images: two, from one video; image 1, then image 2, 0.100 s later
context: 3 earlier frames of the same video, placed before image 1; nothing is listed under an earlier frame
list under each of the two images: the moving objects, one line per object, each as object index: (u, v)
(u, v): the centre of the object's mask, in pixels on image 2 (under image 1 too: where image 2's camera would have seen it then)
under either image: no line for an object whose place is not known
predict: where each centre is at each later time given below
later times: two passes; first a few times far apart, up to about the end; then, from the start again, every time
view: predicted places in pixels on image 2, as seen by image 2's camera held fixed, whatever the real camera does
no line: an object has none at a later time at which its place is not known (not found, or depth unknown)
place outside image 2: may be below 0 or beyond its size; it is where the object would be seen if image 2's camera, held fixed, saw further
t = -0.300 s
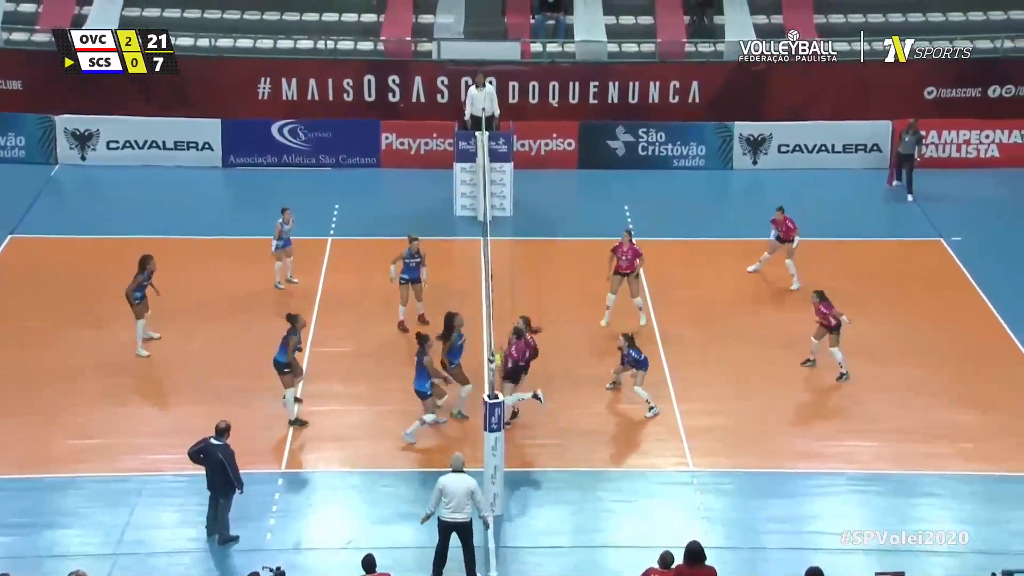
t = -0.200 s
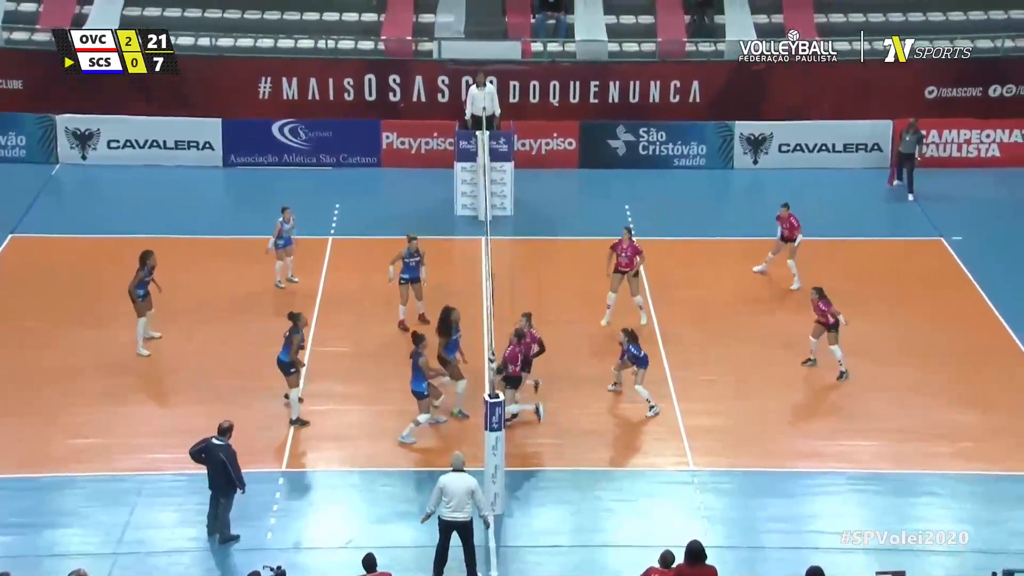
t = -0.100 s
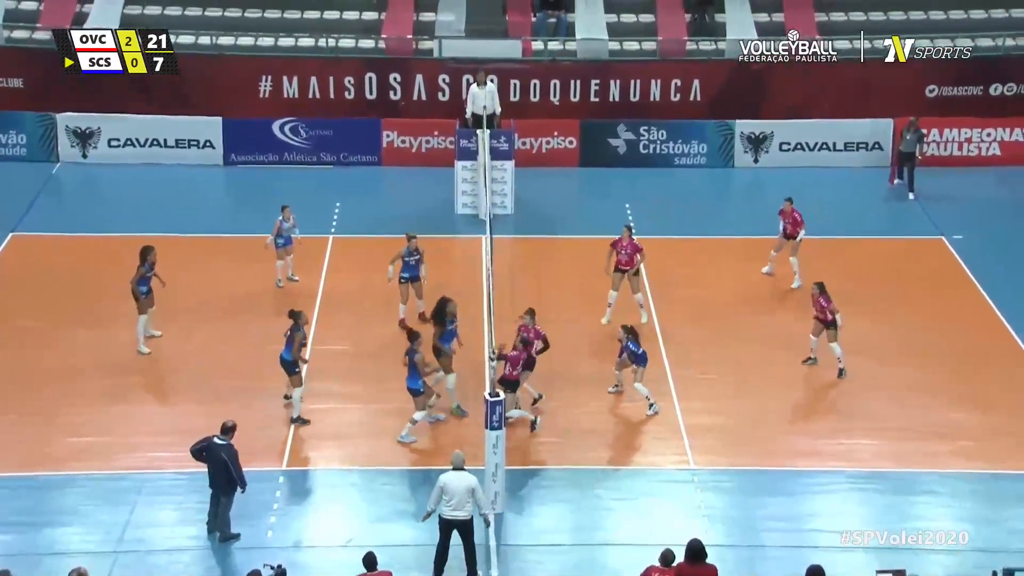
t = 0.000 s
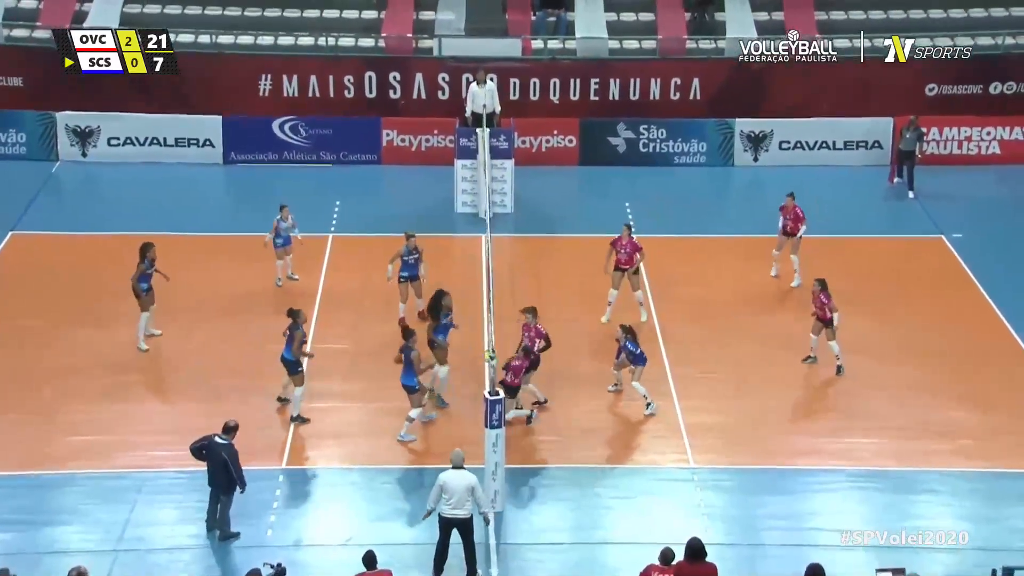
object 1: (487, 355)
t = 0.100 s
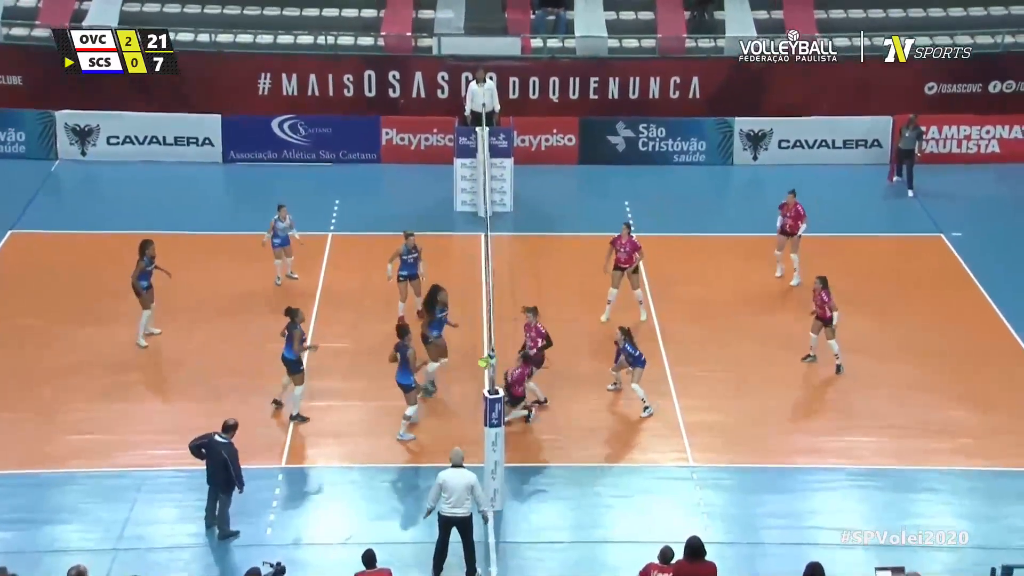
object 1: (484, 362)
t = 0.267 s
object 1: (477, 388)
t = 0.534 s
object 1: (469, 390)
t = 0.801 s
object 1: (456, 404)
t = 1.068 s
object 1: (453, 396)
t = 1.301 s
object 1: (454, 404)
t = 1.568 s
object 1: (453, 396)
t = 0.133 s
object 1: (482, 366)
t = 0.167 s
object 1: (482, 371)
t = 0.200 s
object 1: (481, 376)
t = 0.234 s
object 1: (479, 381)
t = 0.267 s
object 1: (477, 388)
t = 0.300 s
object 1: (476, 396)
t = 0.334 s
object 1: (474, 404)
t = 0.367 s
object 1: (473, 410)
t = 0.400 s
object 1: (473, 405)
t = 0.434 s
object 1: (473, 399)
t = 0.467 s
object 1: (472, 393)
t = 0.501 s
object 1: (471, 391)
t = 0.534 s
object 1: (469, 390)
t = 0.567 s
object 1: (468, 389)
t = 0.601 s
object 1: (467, 390)
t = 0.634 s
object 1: (465, 390)
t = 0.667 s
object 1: (463, 392)
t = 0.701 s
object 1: (461, 394)
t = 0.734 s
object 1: (459, 397)
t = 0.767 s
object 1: (458, 400)
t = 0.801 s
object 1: (456, 404)
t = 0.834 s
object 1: (455, 409)
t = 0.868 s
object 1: (453, 412)
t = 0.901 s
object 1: (453, 409)
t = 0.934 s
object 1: (453, 405)
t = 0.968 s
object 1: (453, 401)
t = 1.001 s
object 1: (453, 399)
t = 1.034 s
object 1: (453, 397)
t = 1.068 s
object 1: (453, 396)
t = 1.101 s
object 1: (453, 395)
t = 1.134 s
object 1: (454, 395)
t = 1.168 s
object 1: (454, 395)
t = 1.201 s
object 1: (454, 397)
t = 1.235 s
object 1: (454, 398)
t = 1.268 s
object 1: (454, 401)
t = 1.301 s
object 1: (454, 404)
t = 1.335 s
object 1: (454, 406)
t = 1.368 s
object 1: (454, 405)
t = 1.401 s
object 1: (454, 401)
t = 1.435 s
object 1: (454, 399)
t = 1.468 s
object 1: (454, 397)
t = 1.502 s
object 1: (454, 396)
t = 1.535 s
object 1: (453, 396)
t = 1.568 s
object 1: (453, 396)
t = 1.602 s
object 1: (453, 396)
